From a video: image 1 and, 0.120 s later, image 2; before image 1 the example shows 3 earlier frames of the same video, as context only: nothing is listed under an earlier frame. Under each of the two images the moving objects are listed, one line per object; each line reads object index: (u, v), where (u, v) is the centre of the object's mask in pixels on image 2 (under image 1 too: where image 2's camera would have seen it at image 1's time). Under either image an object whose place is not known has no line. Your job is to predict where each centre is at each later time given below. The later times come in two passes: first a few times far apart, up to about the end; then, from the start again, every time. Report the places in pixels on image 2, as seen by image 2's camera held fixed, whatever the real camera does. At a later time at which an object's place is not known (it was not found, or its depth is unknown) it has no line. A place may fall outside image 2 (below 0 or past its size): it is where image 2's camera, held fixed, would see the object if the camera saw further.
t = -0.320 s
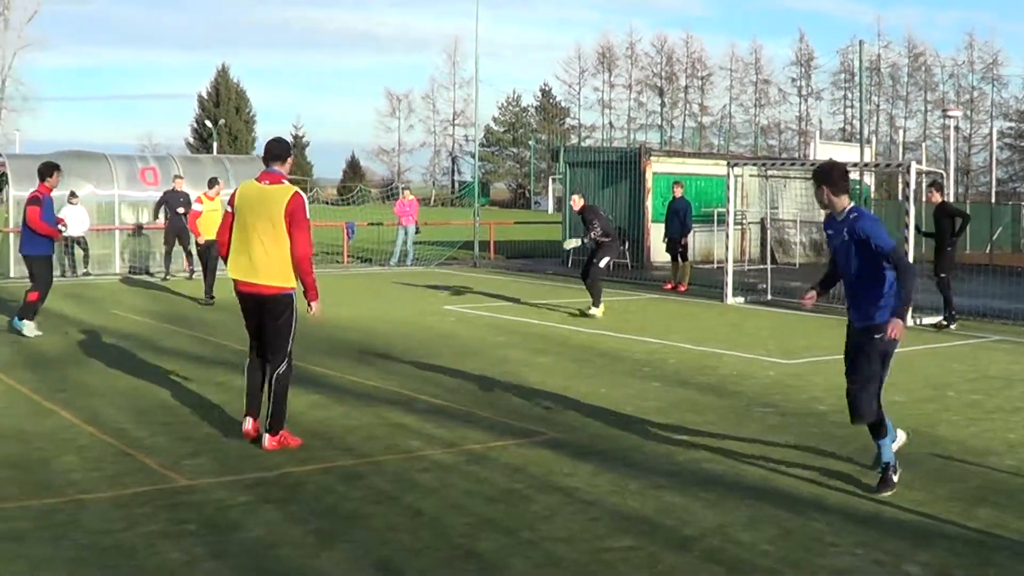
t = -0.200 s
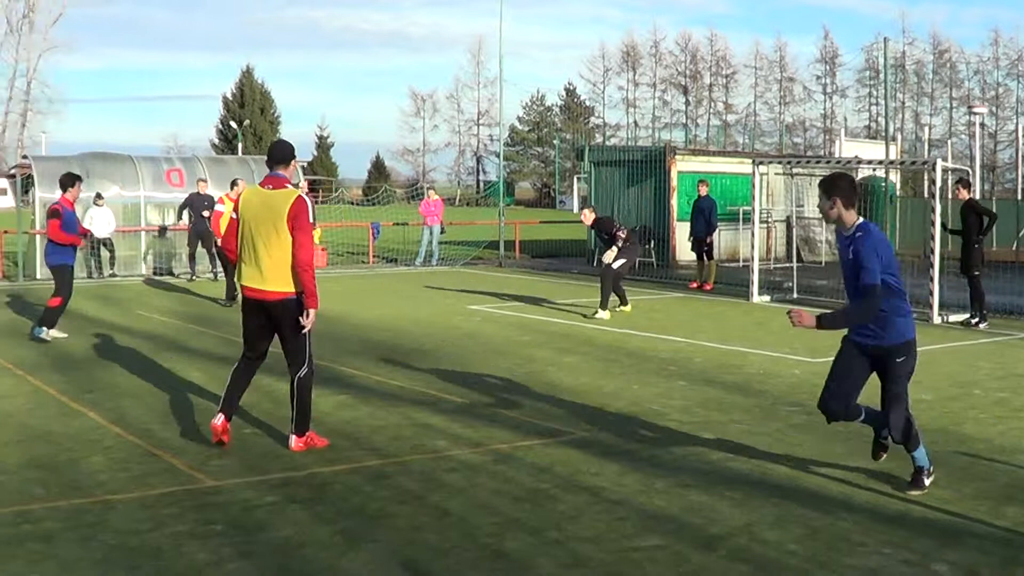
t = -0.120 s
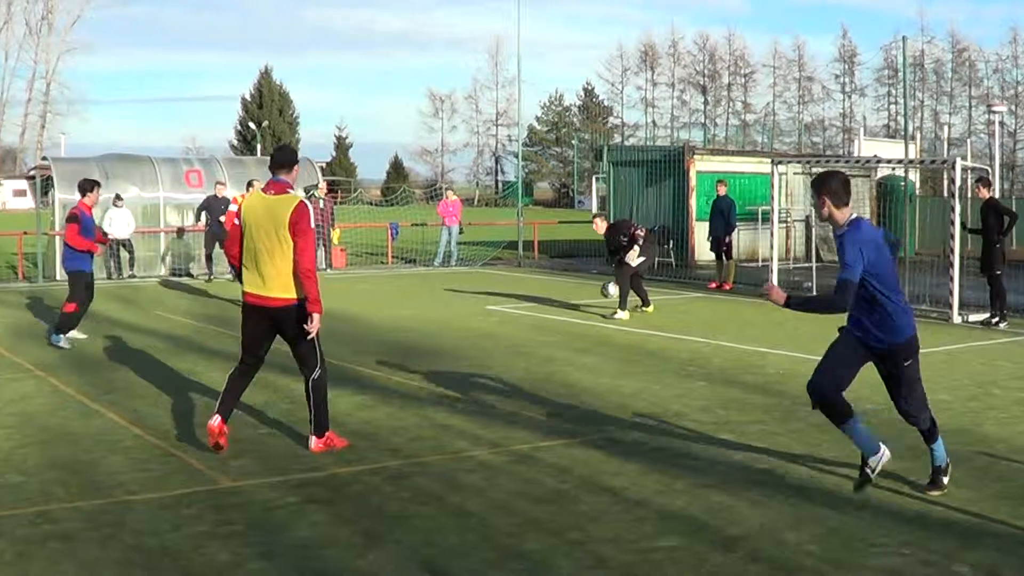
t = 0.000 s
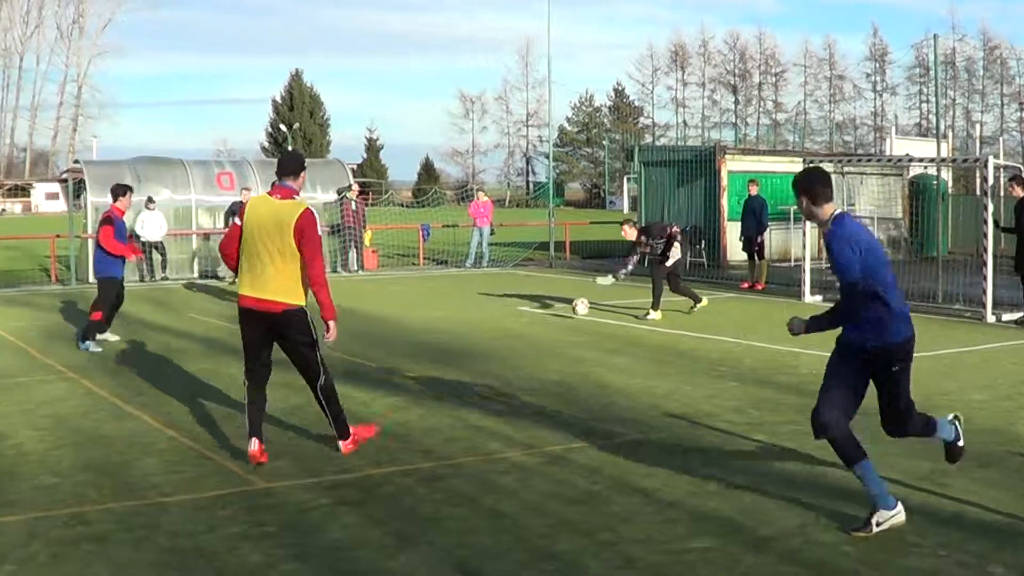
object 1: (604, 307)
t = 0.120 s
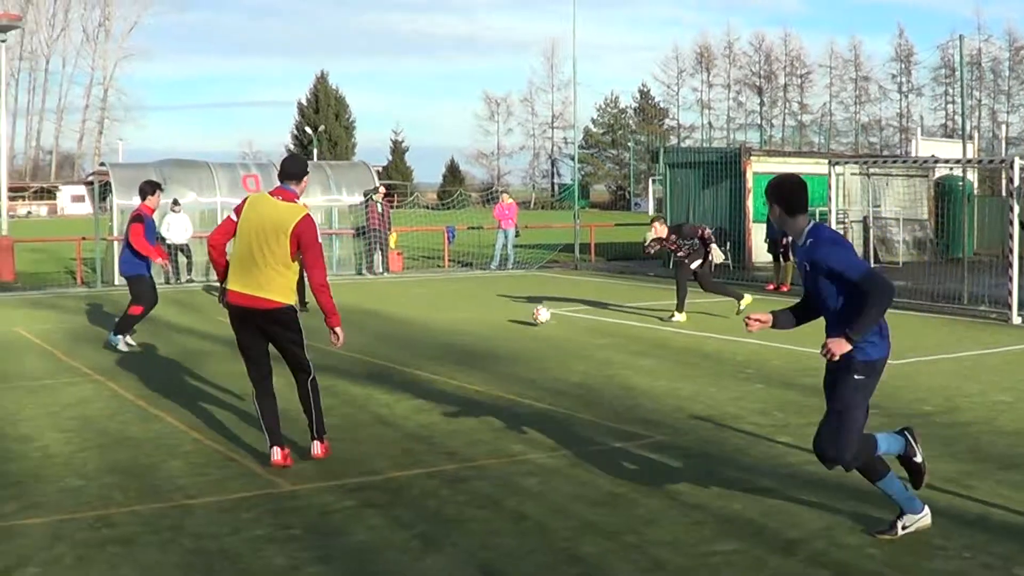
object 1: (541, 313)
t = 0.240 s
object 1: (477, 321)
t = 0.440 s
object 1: (372, 322)
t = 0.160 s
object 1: (521, 314)
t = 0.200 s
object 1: (498, 317)
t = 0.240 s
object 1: (477, 321)
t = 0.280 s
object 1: (456, 320)
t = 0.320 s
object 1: (436, 319)
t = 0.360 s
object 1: (415, 319)
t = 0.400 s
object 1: (393, 319)
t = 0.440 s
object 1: (372, 322)
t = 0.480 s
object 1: (350, 327)
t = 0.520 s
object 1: (329, 333)
